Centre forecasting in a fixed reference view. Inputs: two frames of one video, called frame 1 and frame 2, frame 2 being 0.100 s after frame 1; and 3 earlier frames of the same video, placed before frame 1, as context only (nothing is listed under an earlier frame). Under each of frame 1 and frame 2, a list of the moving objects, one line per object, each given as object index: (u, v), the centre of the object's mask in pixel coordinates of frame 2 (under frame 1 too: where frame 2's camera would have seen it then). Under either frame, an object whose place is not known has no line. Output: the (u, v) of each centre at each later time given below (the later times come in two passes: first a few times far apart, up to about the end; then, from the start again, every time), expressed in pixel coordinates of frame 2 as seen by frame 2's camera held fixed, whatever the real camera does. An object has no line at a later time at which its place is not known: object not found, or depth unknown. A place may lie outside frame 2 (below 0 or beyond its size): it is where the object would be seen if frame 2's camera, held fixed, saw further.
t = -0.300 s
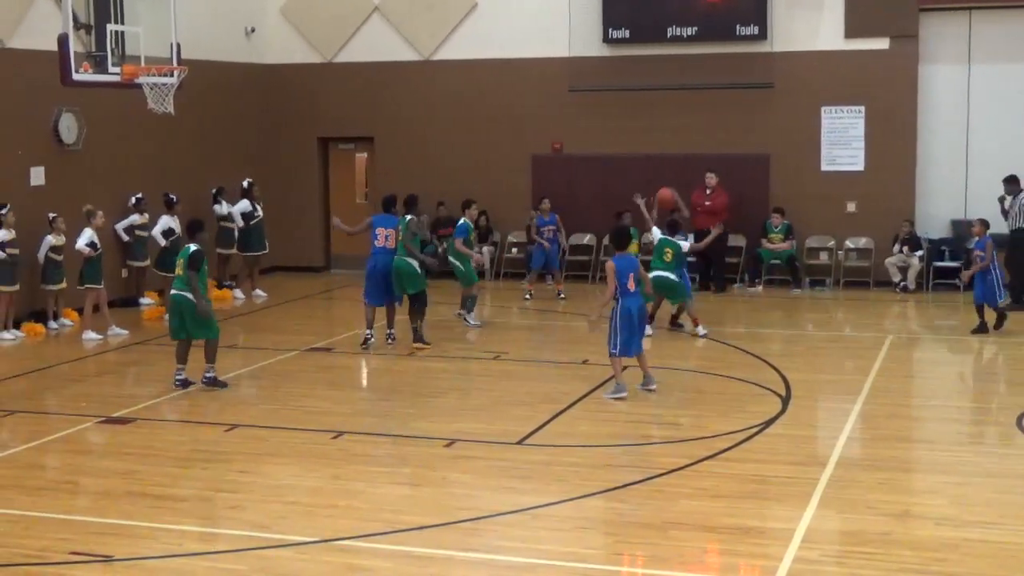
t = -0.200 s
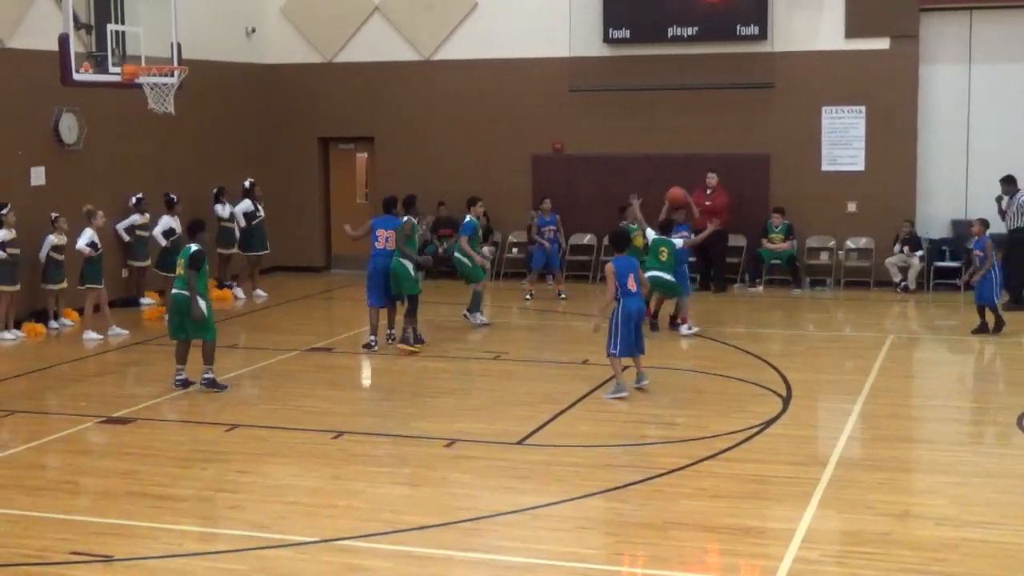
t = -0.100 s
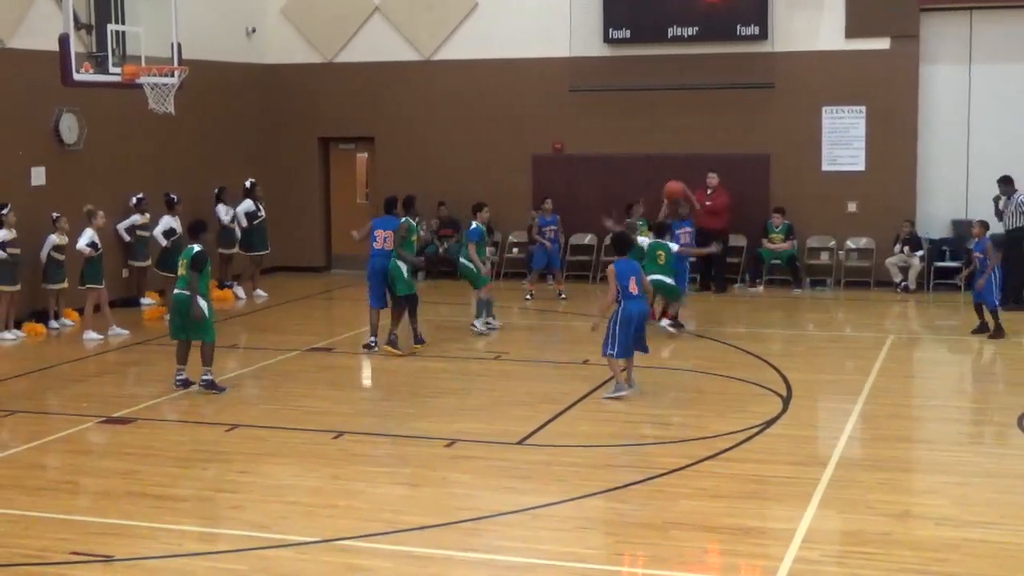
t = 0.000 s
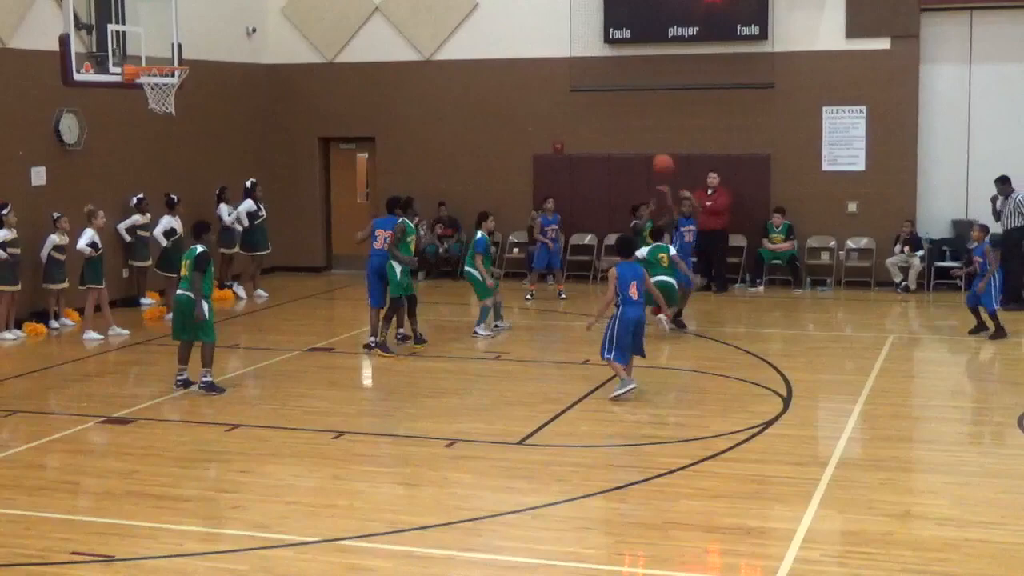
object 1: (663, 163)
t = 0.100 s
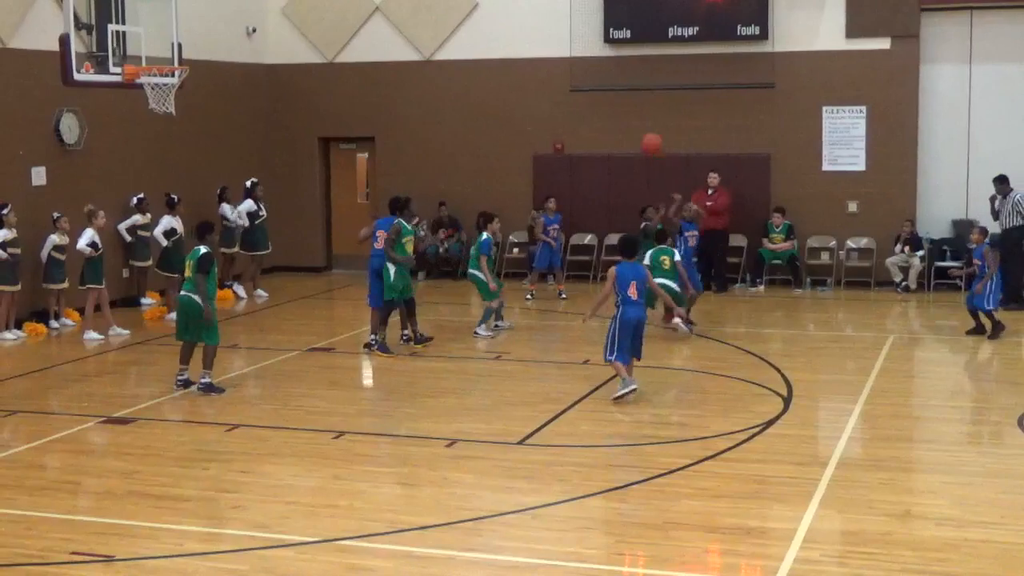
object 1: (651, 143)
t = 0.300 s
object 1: (626, 128)
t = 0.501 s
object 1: (600, 152)
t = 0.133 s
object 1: (647, 138)
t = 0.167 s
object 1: (642, 135)
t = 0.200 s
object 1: (639, 131)
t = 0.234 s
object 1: (634, 129)
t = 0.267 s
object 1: (629, 128)
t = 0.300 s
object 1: (626, 128)
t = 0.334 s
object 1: (621, 129)
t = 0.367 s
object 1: (617, 131)
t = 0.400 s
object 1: (613, 134)
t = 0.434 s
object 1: (608, 138)
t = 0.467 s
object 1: (603, 143)
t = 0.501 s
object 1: (600, 152)
